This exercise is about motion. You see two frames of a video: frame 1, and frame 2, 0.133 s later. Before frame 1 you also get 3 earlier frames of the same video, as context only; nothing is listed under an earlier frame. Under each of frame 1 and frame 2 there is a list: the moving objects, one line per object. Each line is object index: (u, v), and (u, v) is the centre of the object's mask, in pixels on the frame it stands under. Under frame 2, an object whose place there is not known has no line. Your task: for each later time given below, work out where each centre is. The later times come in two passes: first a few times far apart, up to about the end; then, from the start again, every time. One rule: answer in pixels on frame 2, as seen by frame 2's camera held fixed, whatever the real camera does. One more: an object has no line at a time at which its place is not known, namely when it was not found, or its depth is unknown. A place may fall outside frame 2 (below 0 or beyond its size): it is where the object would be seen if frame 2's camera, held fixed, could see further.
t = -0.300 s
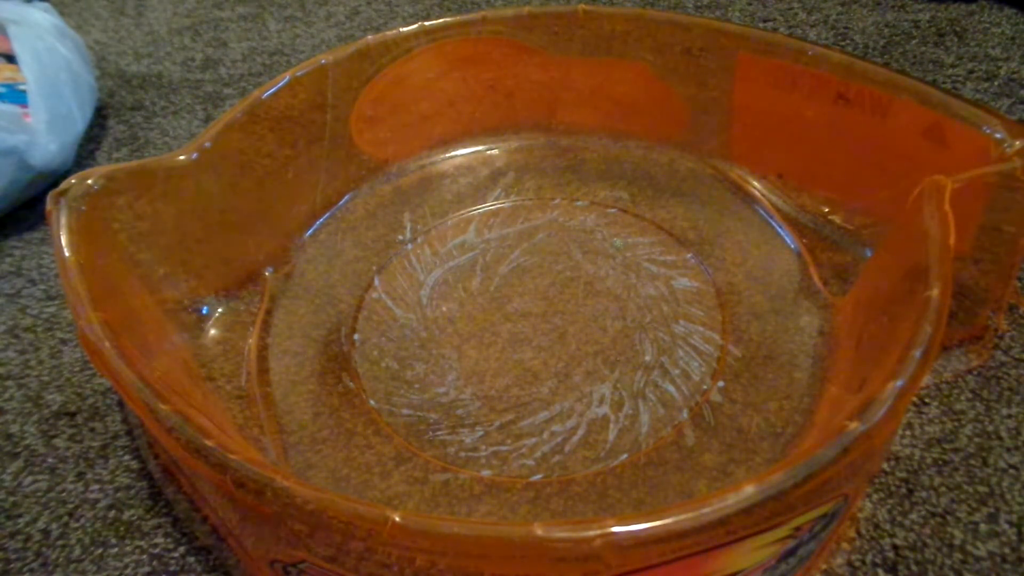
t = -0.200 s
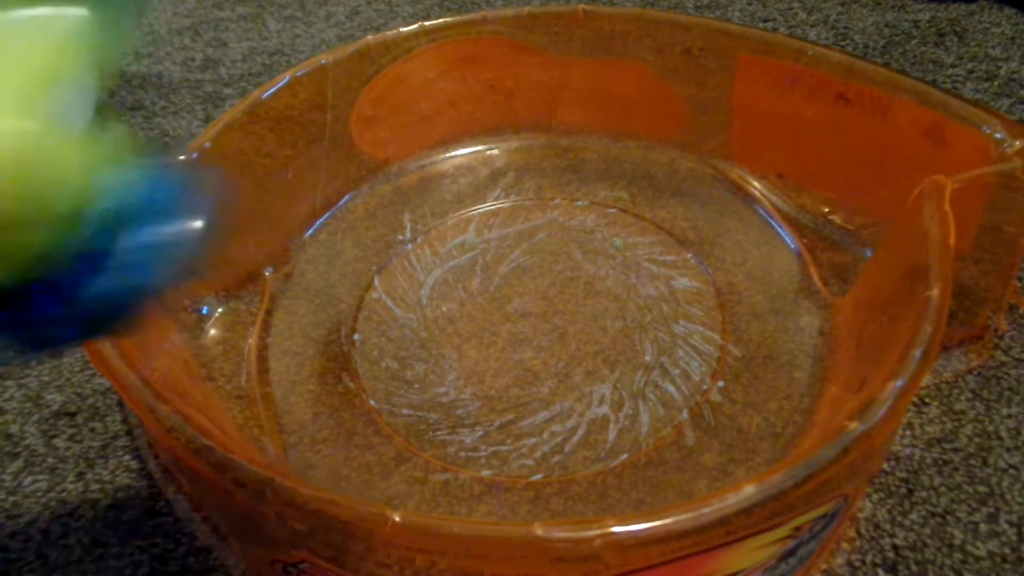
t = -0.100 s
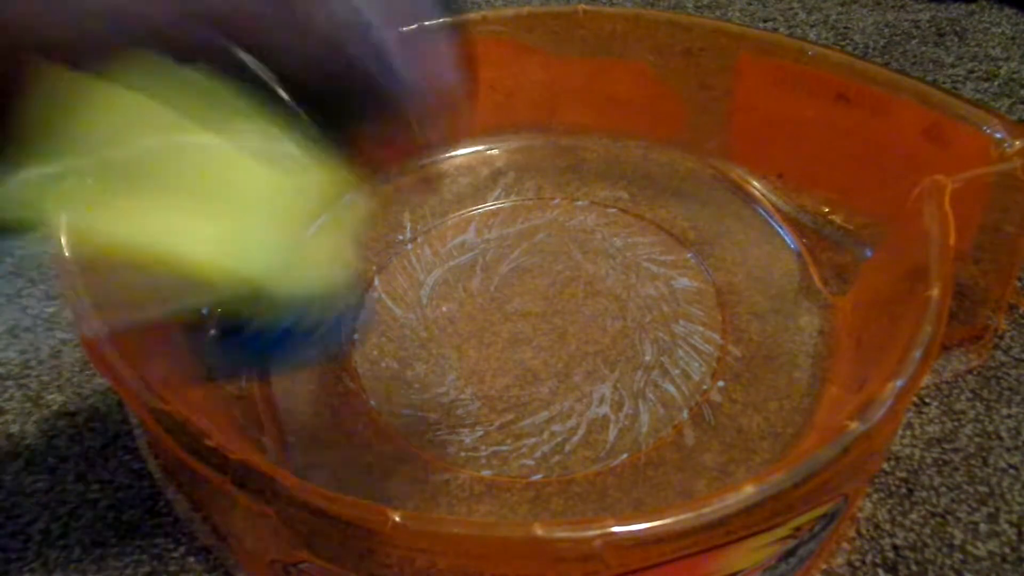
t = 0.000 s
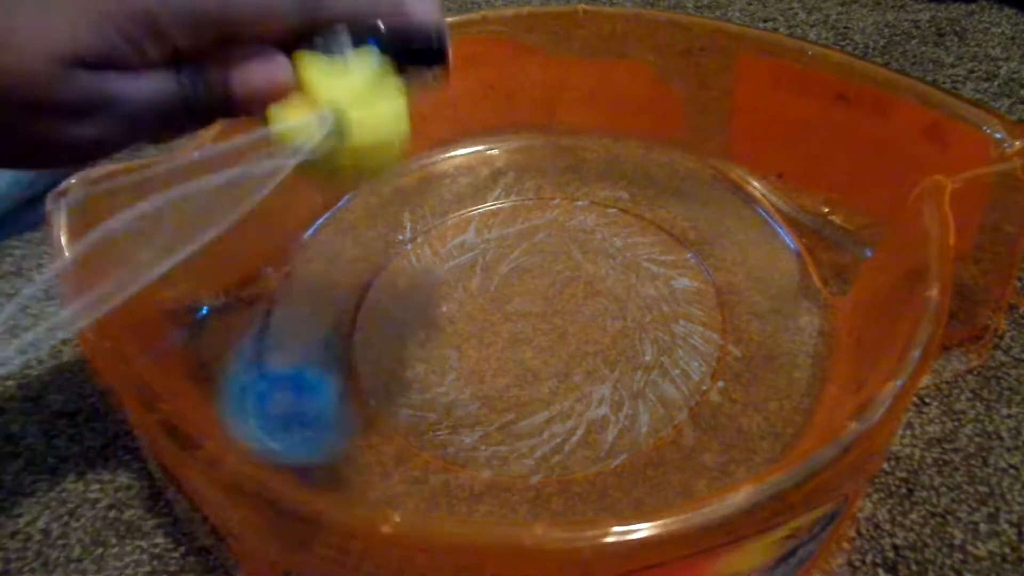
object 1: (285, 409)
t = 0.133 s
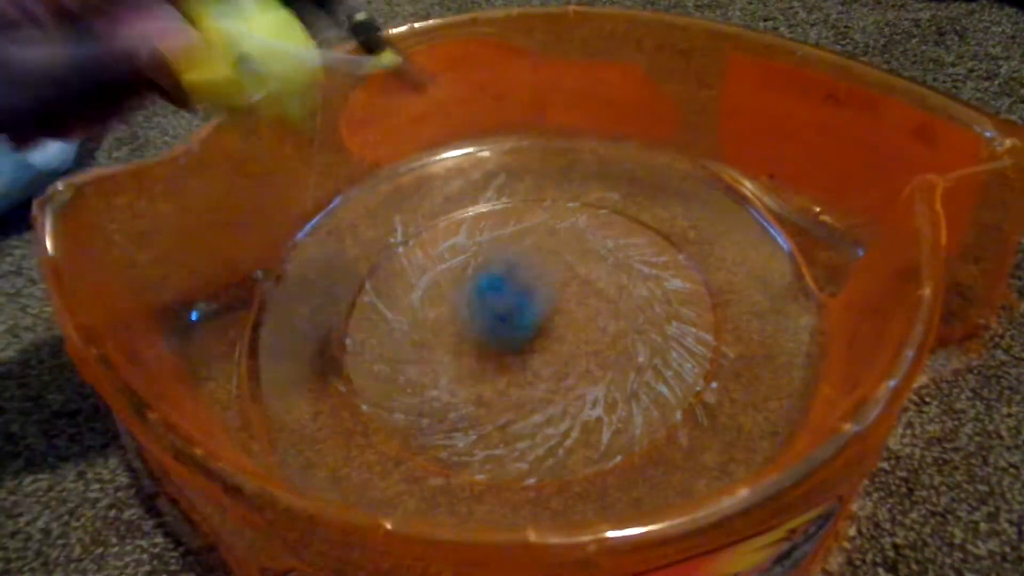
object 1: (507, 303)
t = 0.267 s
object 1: (604, 129)
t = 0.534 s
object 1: (474, 245)
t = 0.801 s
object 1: (266, 308)
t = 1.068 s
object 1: (398, 367)
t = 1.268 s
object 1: (512, 249)
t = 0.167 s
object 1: (540, 259)
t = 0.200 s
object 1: (571, 218)
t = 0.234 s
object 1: (593, 173)
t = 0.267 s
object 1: (604, 129)
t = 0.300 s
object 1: (602, 107)
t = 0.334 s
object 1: (598, 101)
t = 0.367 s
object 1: (593, 114)
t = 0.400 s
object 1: (584, 144)
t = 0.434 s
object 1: (565, 172)
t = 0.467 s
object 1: (541, 199)
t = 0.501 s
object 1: (510, 223)
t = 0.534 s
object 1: (474, 245)
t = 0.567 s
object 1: (436, 250)
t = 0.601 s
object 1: (398, 258)
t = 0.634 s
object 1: (361, 258)
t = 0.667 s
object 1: (329, 264)
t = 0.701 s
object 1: (301, 270)
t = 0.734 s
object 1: (282, 278)
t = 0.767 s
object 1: (274, 295)
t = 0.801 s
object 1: (266, 308)
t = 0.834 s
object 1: (264, 324)
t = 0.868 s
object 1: (267, 342)
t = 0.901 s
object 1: (273, 354)
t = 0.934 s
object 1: (285, 360)
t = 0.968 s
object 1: (301, 363)
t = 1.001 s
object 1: (329, 365)
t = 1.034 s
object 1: (363, 370)
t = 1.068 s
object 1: (398, 367)
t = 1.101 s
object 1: (431, 359)
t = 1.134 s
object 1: (457, 344)
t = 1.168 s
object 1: (478, 323)
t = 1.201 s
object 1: (495, 300)
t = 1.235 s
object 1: (505, 275)
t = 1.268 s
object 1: (512, 249)
